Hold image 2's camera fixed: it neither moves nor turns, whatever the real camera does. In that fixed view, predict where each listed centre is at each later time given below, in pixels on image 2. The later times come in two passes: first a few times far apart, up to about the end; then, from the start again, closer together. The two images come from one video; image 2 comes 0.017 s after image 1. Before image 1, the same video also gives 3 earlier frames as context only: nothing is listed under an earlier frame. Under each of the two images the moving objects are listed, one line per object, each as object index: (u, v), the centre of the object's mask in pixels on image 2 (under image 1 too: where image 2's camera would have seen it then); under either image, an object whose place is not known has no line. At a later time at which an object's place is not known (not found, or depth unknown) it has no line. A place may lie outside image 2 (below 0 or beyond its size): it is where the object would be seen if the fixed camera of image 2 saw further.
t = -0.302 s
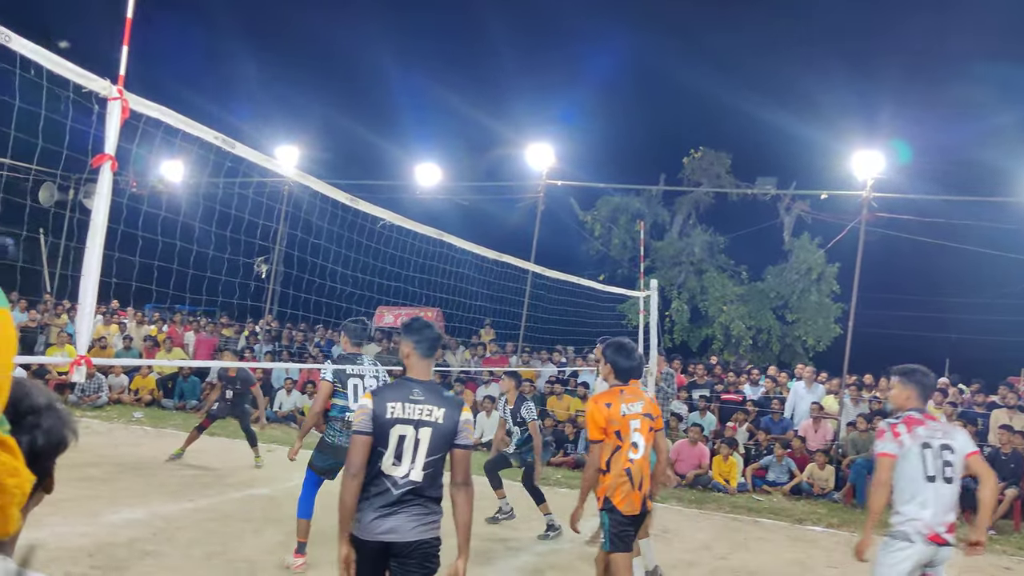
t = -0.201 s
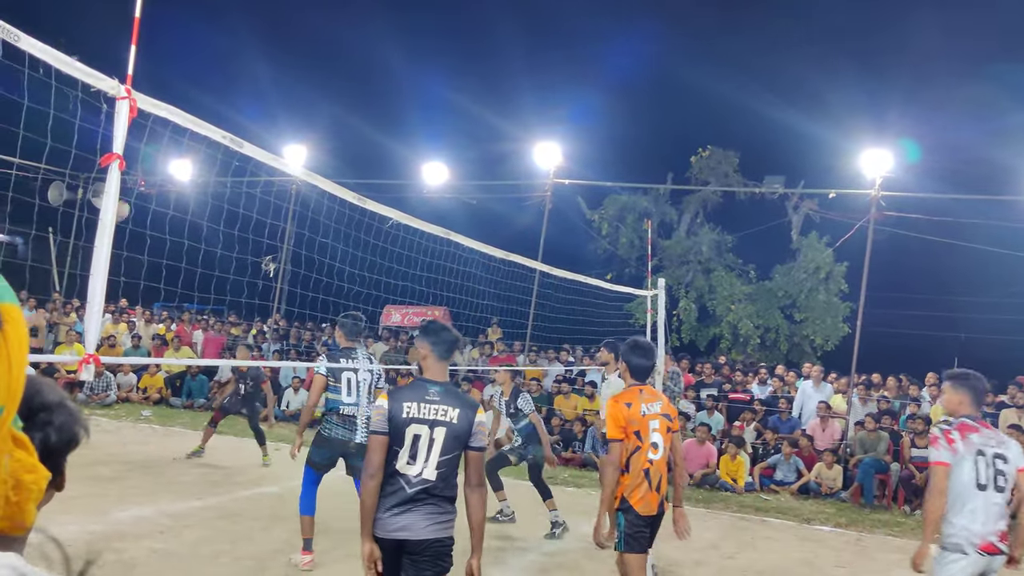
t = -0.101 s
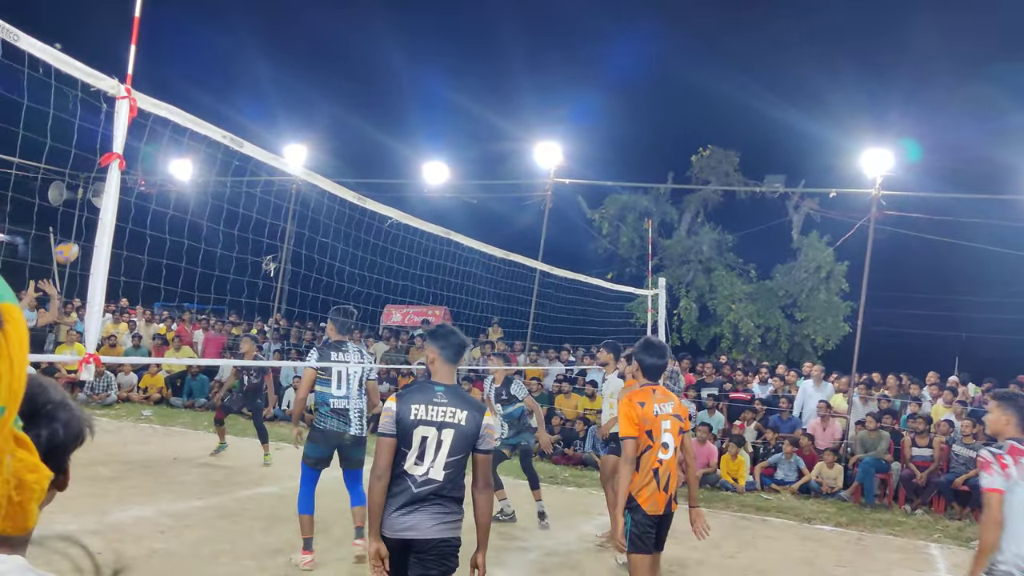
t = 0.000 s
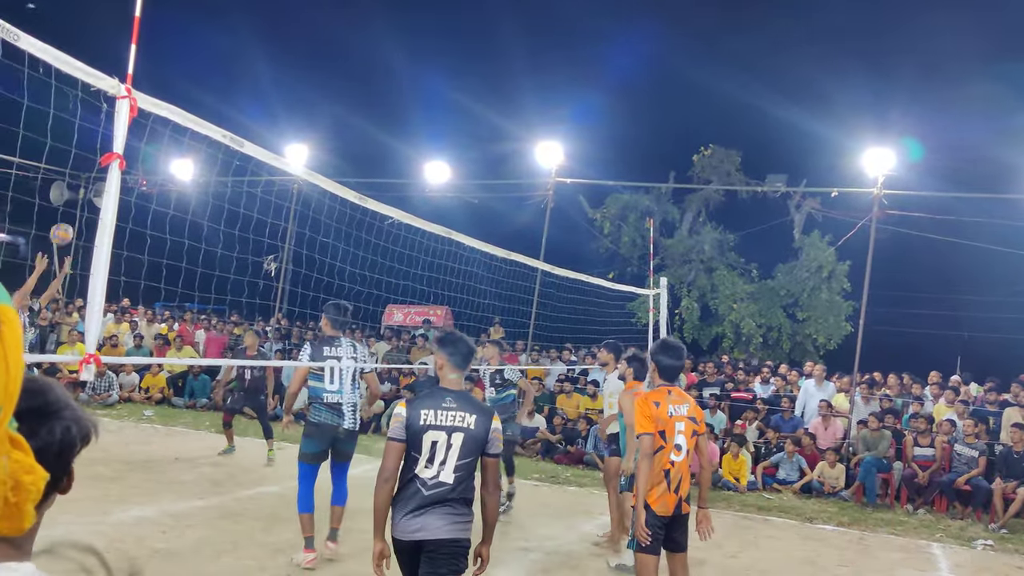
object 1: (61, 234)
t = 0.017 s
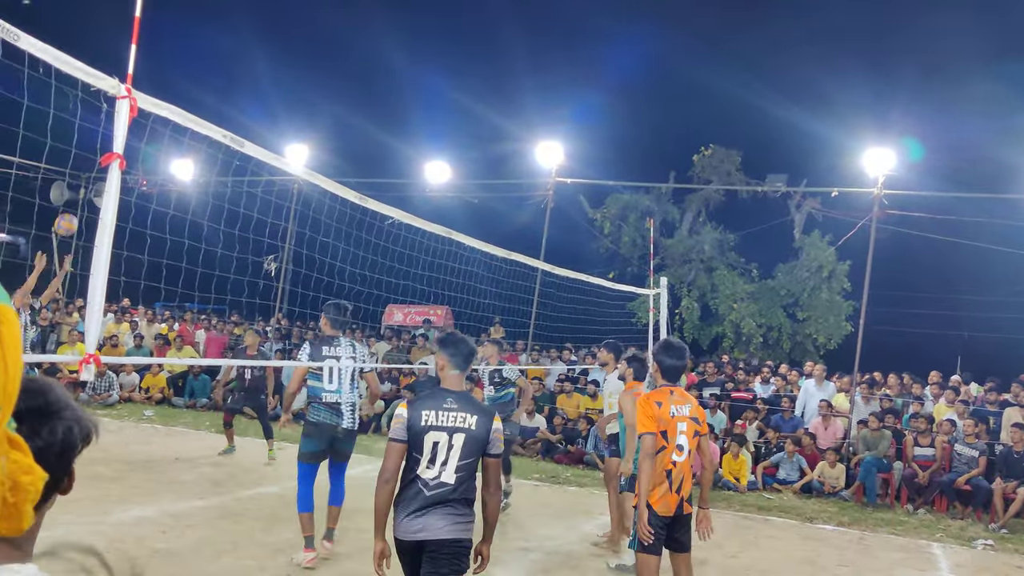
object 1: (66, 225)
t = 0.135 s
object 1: (94, 165)
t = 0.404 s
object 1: (165, 67)
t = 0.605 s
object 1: (215, 37)
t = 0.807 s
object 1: (264, 46)
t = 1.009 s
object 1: (313, 101)
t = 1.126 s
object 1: (340, 156)
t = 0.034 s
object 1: (70, 215)
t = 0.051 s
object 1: (74, 205)
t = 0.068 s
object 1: (79, 197)
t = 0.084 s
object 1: (83, 188)
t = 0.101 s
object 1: (88, 180)
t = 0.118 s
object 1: (92, 171)
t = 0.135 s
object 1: (94, 165)
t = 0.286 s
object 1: (140, 94)
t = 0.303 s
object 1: (141, 91)
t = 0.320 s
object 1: (144, 89)
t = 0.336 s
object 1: (148, 85)
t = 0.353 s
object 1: (152, 80)
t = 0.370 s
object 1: (157, 76)
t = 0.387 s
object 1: (161, 71)
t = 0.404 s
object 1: (165, 67)
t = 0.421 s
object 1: (169, 63)
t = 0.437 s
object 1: (173, 59)
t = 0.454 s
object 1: (177, 56)
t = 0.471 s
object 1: (181, 53)
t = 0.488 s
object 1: (186, 50)
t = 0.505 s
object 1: (190, 47)
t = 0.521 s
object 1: (194, 45)
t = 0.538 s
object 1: (198, 42)
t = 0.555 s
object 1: (202, 40)
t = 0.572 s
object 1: (206, 39)
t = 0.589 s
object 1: (211, 38)
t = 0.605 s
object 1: (215, 37)
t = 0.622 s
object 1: (219, 36)
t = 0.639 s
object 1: (223, 35)
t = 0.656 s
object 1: (227, 35)
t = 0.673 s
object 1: (231, 35)
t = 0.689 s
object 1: (235, 35)
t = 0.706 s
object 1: (240, 36)
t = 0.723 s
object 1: (244, 37)
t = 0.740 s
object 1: (248, 38)
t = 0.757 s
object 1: (252, 39)
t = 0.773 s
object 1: (256, 41)
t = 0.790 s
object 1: (260, 43)
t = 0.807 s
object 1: (264, 46)
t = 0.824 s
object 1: (269, 49)
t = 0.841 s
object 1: (273, 52)
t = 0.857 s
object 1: (277, 55)
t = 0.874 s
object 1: (280, 59)
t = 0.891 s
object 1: (285, 63)
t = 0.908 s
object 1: (289, 67)
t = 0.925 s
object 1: (292, 72)
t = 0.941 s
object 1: (296, 78)
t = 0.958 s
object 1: (300, 83)
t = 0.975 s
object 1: (305, 88)
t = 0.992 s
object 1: (309, 95)
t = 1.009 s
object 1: (313, 101)
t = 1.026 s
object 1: (316, 107)
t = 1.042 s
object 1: (321, 115)
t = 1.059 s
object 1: (325, 122)
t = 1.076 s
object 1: (329, 130)
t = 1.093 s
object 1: (333, 138)
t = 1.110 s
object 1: (337, 147)
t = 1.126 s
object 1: (340, 156)
